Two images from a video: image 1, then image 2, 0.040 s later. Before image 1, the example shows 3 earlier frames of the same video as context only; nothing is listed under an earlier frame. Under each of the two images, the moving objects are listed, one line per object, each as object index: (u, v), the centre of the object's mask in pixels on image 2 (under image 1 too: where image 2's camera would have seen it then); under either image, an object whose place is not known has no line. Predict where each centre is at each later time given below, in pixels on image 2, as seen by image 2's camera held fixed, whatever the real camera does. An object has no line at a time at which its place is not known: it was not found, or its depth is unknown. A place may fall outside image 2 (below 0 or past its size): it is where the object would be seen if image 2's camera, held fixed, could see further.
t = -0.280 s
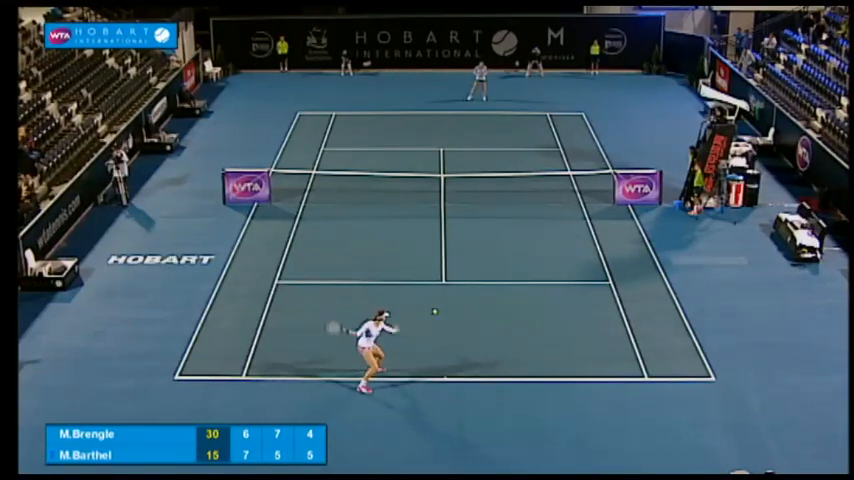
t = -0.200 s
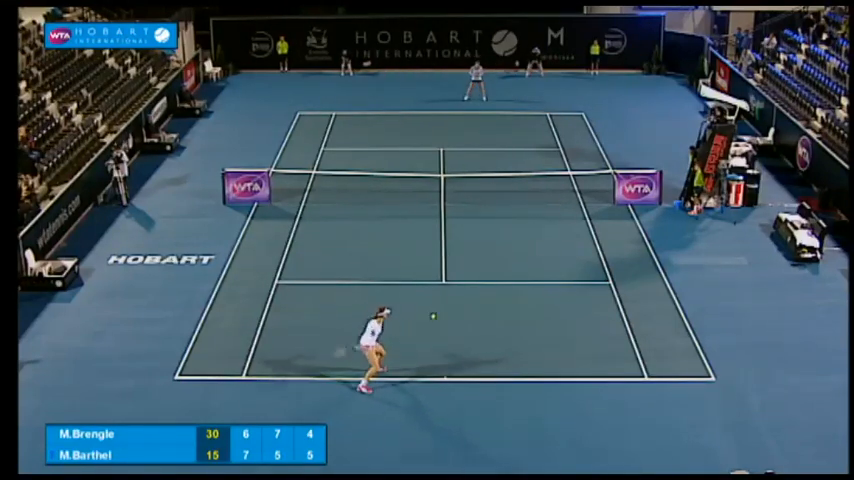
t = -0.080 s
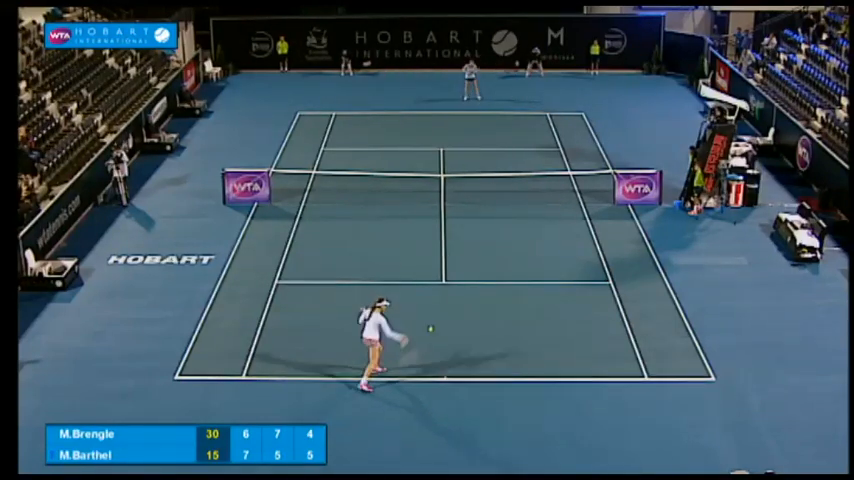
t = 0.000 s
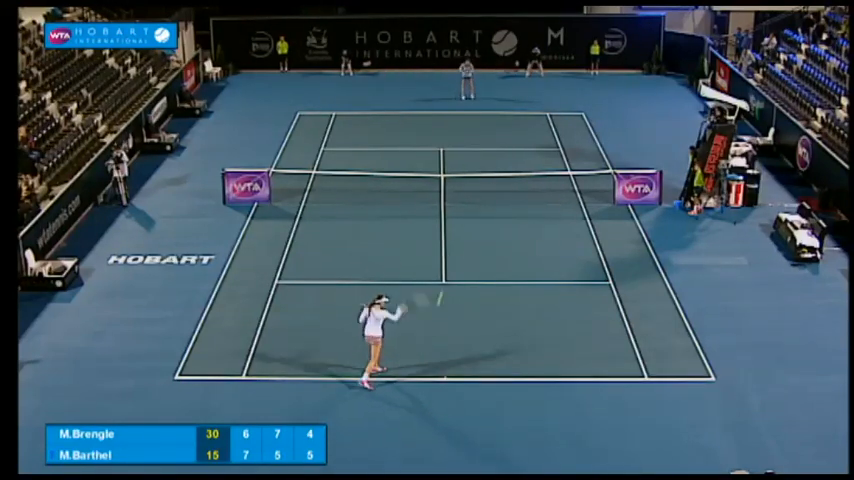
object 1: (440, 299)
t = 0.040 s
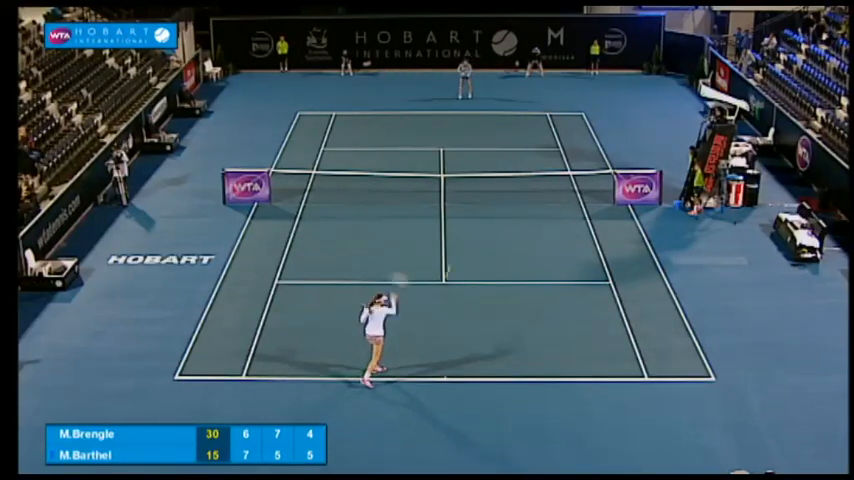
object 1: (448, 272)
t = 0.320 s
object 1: (485, 167)
